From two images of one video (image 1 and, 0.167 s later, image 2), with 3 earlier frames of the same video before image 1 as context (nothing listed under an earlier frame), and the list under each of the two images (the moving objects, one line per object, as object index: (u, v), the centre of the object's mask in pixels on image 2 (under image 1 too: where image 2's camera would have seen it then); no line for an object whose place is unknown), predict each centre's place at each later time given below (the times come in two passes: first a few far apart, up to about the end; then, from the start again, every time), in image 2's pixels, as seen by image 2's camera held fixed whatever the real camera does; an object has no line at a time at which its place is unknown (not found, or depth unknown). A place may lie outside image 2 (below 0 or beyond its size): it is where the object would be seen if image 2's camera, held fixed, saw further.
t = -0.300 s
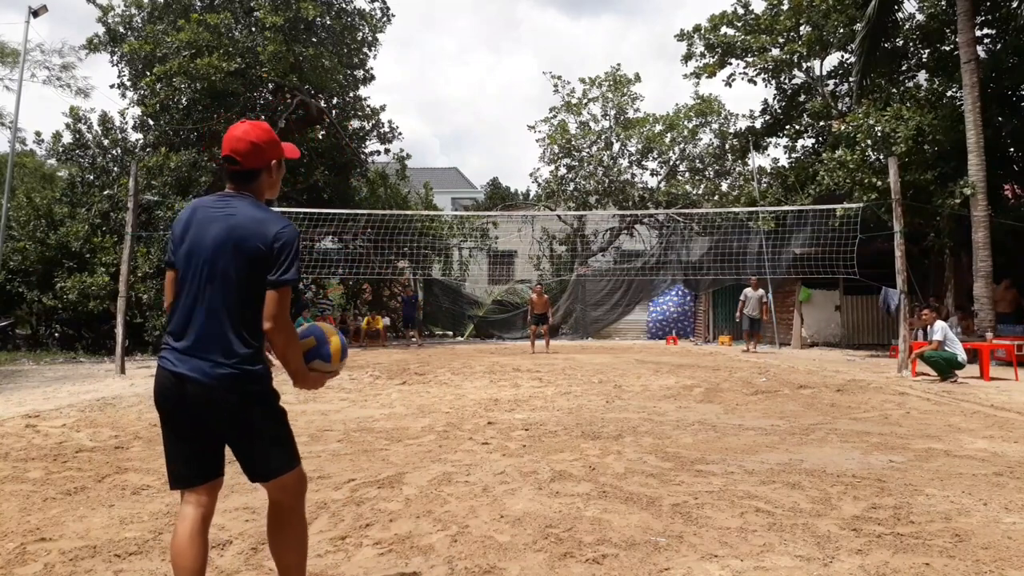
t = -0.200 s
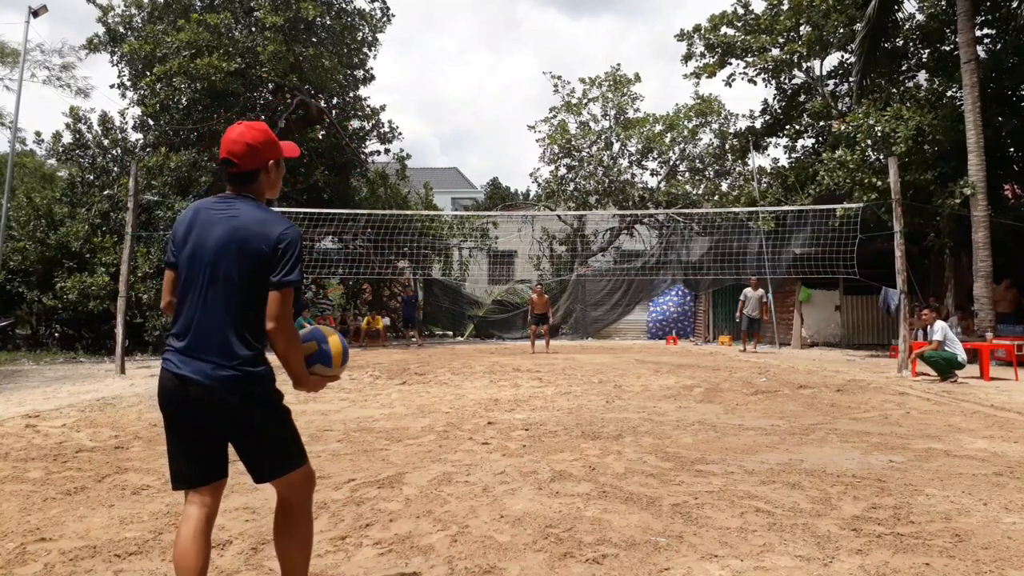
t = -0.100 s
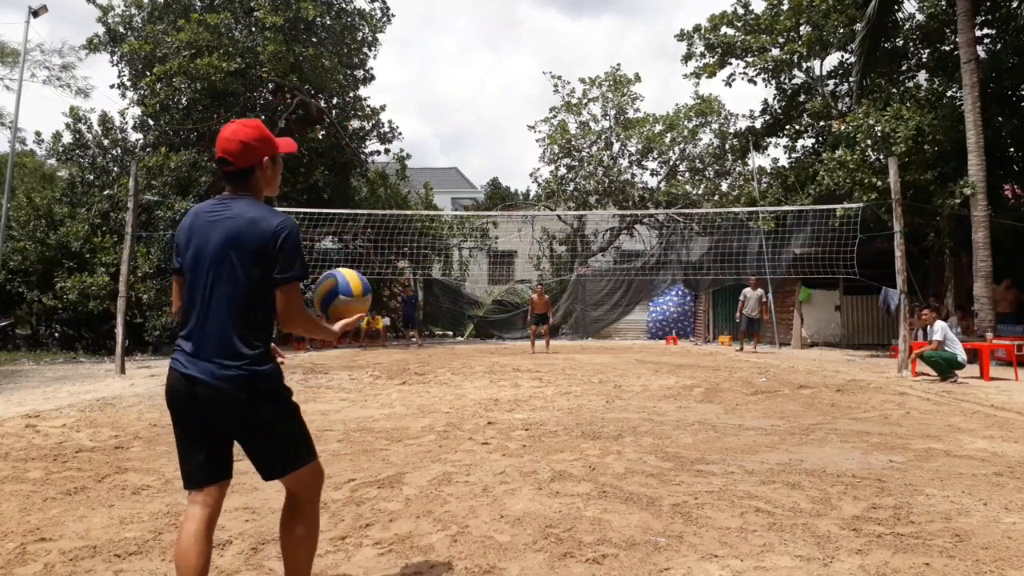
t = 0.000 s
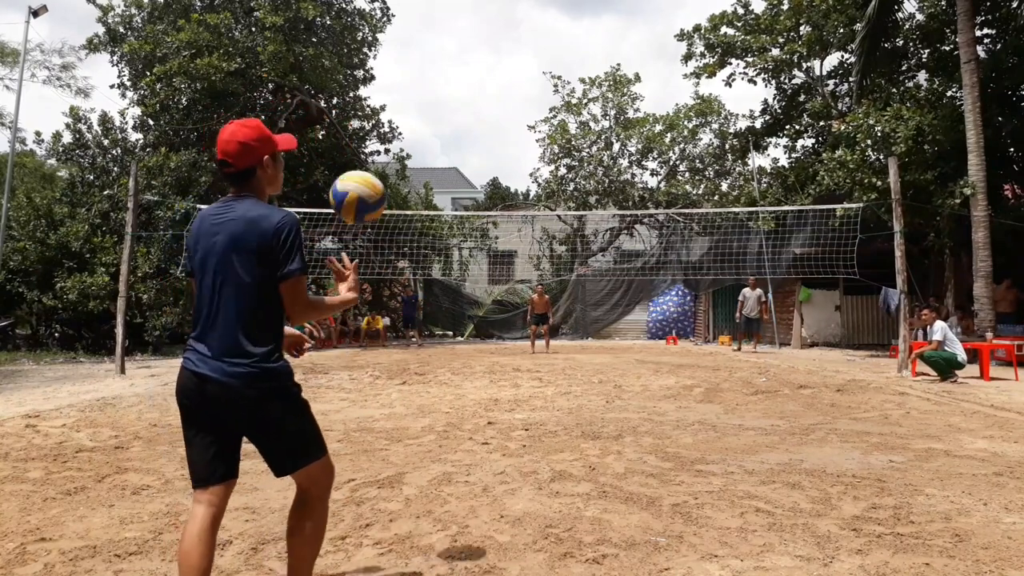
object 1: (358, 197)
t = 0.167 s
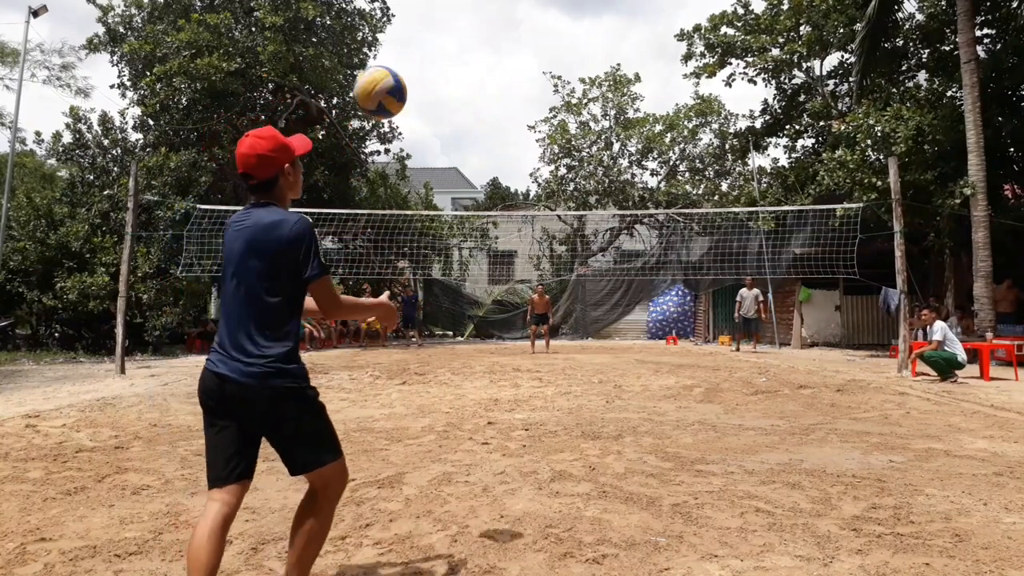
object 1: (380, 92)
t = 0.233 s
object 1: (388, 71)
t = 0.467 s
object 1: (414, 80)
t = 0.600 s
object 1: (428, 140)
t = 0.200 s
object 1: (384, 80)
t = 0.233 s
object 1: (388, 71)
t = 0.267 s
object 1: (392, 64)
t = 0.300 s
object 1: (396, 60)
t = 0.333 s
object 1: (400, 59)
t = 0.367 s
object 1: (404, 60)
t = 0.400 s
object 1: (407, 64)
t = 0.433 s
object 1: (411, 71)
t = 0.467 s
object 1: (414, 80)
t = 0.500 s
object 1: (418, 91)
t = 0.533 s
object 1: (421, 105)
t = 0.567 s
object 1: (425, 121)
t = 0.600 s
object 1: (428, 140)
